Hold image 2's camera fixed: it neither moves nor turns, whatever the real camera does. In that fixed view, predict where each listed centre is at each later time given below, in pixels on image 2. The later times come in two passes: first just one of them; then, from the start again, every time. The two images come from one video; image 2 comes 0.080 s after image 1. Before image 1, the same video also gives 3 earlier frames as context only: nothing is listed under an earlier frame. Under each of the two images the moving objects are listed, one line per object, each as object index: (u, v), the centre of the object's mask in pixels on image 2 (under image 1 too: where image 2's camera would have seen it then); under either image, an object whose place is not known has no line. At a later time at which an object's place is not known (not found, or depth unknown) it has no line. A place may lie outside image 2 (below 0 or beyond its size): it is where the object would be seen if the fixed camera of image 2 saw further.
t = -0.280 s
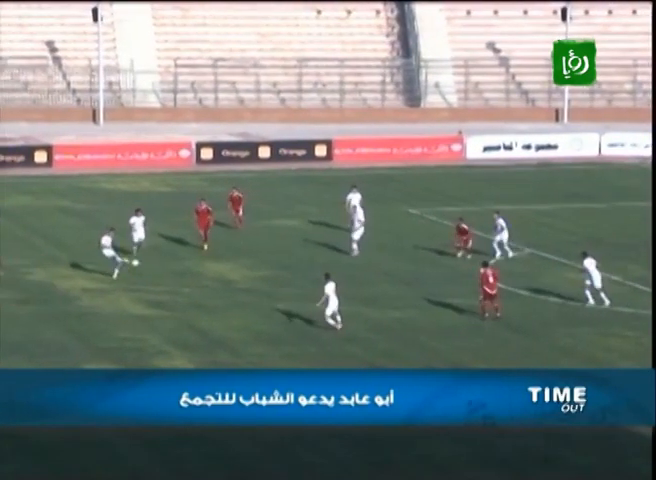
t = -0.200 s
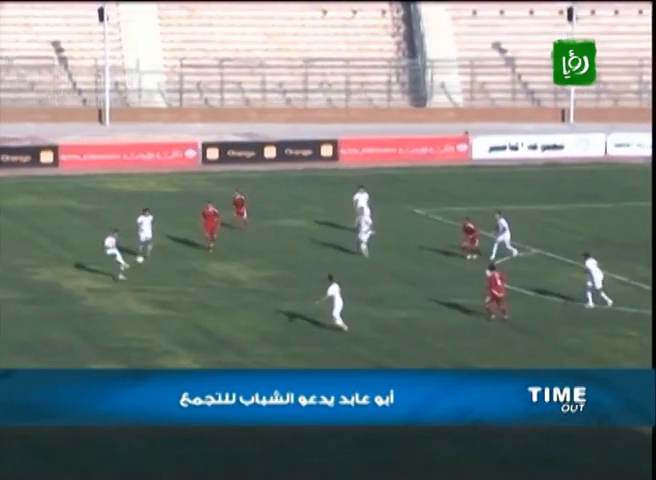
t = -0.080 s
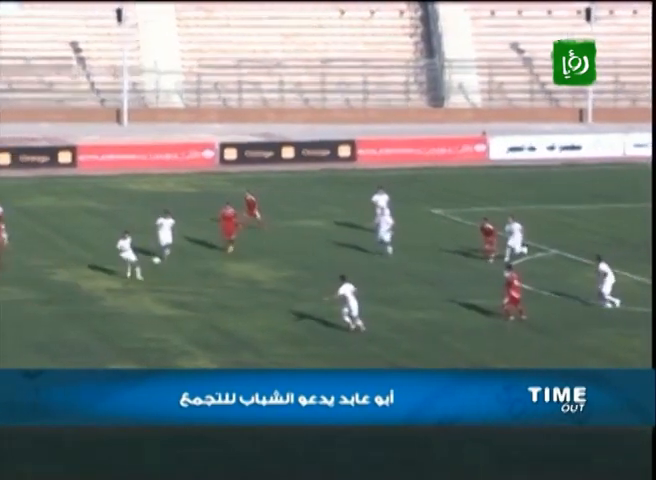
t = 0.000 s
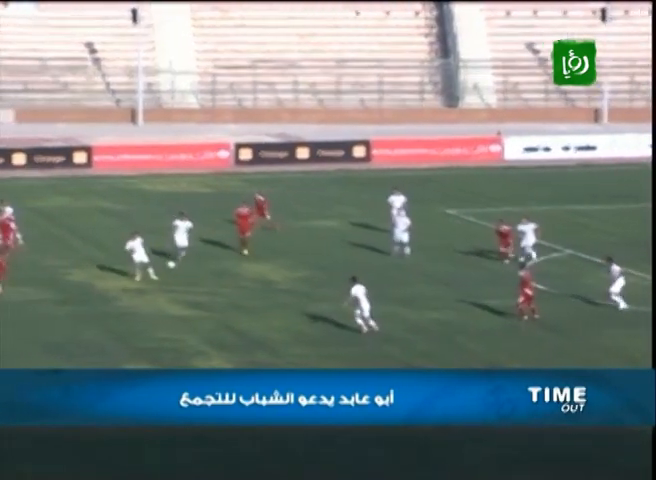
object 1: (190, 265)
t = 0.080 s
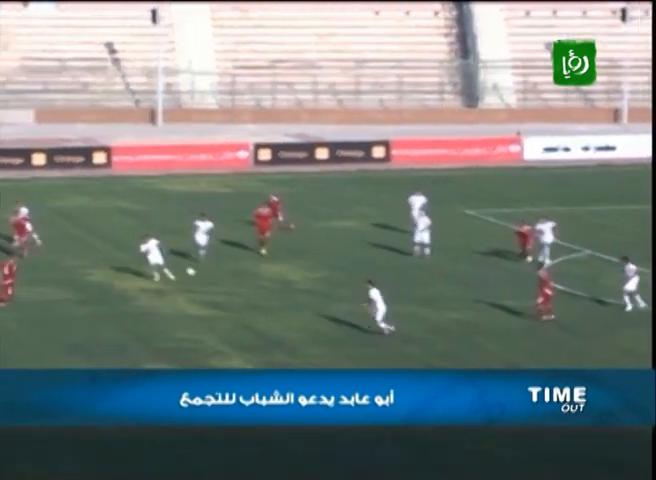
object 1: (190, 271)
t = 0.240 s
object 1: (191, 293)
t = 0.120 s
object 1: (190, 276)
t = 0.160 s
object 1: (191, 281)
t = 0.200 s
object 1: (191, 287)
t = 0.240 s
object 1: (191, 293)
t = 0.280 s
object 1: (192, 300)
